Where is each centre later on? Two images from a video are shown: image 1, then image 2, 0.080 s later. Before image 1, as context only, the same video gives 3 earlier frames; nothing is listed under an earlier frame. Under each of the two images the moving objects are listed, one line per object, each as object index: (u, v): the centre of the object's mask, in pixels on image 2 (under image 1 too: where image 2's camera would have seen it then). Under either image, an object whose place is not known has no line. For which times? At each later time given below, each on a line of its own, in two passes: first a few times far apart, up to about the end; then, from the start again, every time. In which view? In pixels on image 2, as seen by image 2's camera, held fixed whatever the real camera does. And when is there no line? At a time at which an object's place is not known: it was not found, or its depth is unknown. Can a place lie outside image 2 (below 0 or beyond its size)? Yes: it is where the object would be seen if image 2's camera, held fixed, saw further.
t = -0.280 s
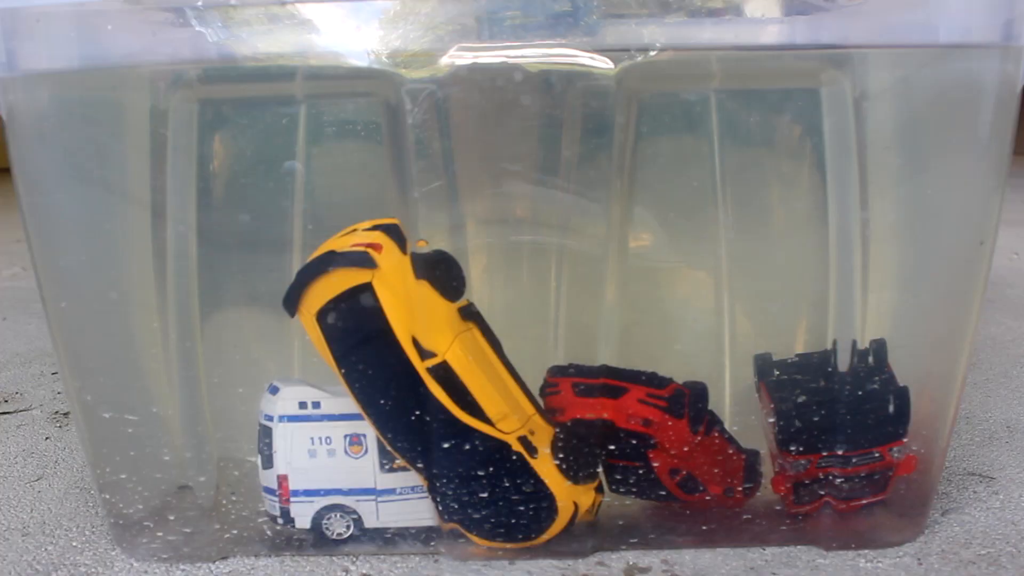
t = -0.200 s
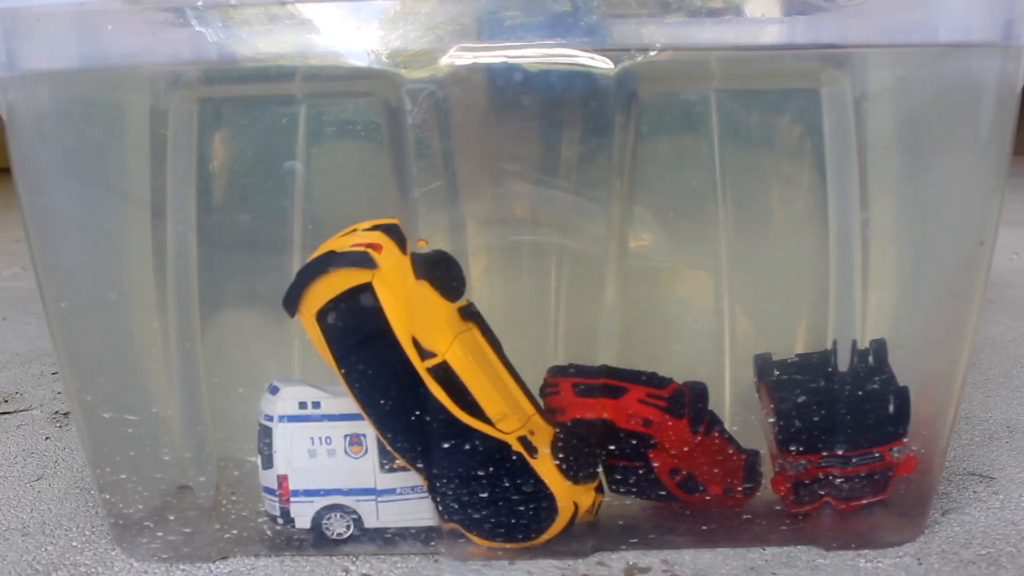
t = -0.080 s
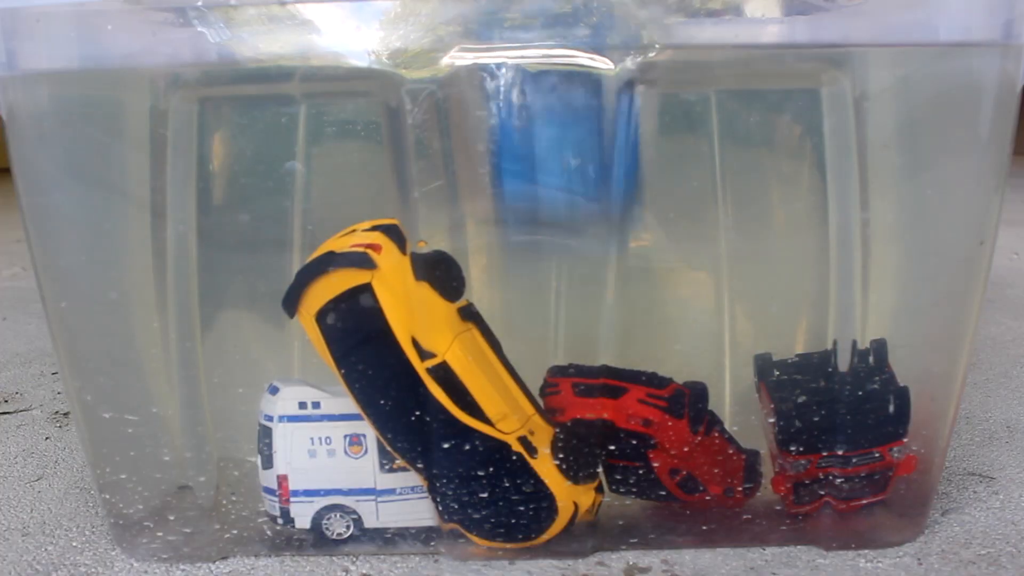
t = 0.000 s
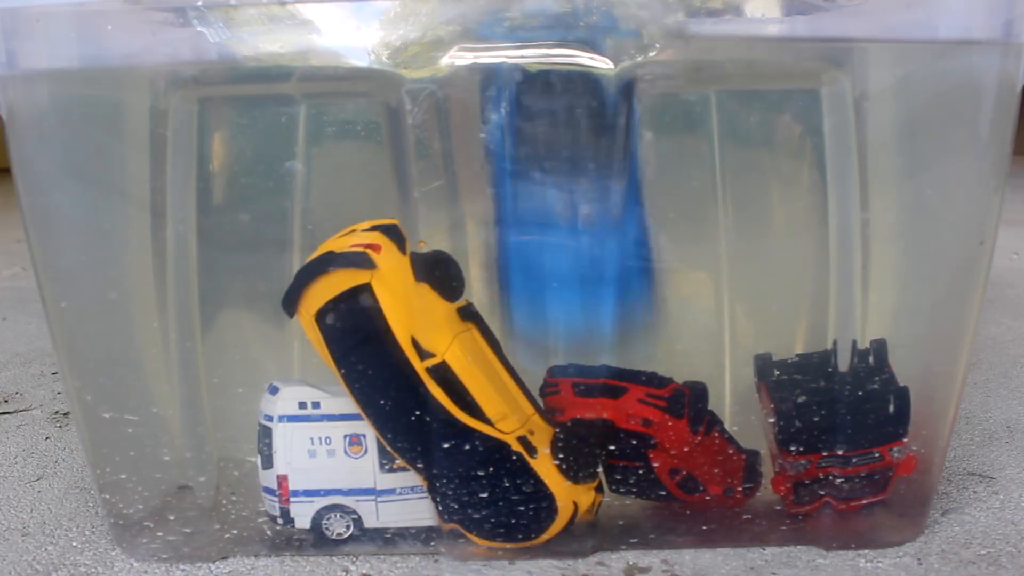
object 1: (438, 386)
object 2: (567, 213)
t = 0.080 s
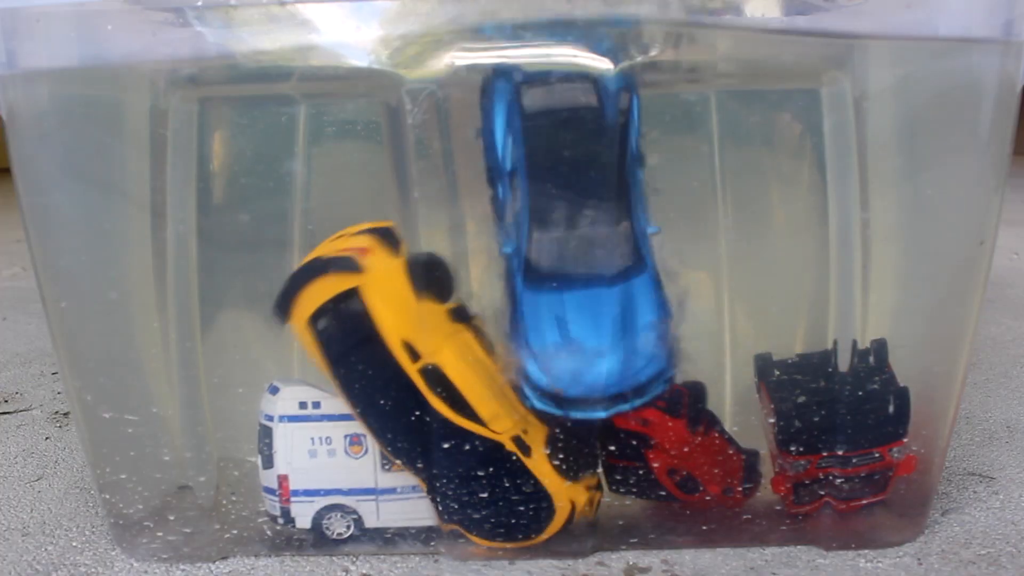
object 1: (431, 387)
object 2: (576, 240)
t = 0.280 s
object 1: (424, 395)
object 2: (581, 239)
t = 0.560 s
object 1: (411, 409)
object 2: (582, 241)
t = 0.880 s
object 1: (396, 417)
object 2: (592, 260)
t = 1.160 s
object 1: (388, 420)
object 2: (604, 269)
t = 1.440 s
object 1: (385, 422)
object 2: (625, 273)
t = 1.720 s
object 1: (384, 423)
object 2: (651, 285)
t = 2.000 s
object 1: (383, 423)
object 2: (698, 307)
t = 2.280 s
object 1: (384, 424)
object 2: (735, 346)
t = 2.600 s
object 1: (382, 427)
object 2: (749, 379)
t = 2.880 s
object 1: (377, 435)
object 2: (782, 406)
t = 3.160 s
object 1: (375, 439)
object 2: (782, 408)
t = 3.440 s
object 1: (375, 439)
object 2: (779, 408)
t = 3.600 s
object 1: (375, 439)
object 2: (779, 408)
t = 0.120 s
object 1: (428, 388)
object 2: (578, 240)
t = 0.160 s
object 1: (427, 390)
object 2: (579, 239)
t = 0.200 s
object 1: (426, 391)
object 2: (580, 238)
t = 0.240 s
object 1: (426, 394)
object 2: (580, 237)
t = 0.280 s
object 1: (424, 395)
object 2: (581, 239)
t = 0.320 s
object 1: (422, 398)
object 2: (582, 239)
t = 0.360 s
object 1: (420, 399)
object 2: (581, 240)
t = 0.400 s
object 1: (417, 402)
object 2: (581, 240)
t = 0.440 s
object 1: (416, 404)
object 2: (580, 241)
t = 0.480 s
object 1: (414, 407)
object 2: (580, 242)
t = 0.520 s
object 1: (412, 407)
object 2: (581, 242)
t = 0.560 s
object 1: (411, 409)
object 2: (582, 241)
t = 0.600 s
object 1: (410, 409)
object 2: (582, 241)
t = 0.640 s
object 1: (408, 410)
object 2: (583, 242)
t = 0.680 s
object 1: (409, 411)
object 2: (583, 245)
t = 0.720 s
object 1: (406, 412)
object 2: (584, 247)
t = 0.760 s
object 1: (407, 413)
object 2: (585, 249)
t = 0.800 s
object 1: (404, 415)
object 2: (587, 254)
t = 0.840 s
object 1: (401, 415)
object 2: (588, 255)
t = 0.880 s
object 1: (396, 417)
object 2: (592, 260)
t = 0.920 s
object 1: (395, 418)
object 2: (593, 262)
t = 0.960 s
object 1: (393, 419)
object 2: (595, 264)
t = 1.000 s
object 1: (393, 420)
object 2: (596, 264)
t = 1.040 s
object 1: (392, 420)
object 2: (599, 264)
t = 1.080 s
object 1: (389, 419)
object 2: (600, 265)
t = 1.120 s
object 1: (388, 420)
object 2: (602, 266)
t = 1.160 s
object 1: (388, 420)
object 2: (604, 269)
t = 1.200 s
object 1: (387, 420)
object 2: (606, 268)
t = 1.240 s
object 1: (387, 420)
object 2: (609, 270)
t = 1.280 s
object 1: (386, 421)
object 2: (612, 270)
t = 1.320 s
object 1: (386, 421)
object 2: (614, 271)
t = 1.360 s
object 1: (386, 421)
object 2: (618, 272)
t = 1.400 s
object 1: (385, 421)
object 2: (620, 273)
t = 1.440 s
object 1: (385, 422)
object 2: (625, 273)
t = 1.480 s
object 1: (385, 422)
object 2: (627, 274)
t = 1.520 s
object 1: (384, 422)
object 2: (633, 276)
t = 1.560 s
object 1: (384, 422)
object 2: (634, 278)
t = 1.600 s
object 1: (384, 422)
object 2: (641, 280)
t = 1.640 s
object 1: (384, 422)
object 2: (643, 282)
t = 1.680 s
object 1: (384, 423)
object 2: (650, 283)
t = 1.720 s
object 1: (384, 423)
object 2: (651, 285)
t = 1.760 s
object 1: (384, 423)
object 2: (662, 294)
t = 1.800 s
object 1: (384, 423)
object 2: (664, 296)
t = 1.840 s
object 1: (384, 423)
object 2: (674, 296)
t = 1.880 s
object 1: (383, 423)
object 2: (676, 297)
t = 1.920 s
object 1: (384, 423)
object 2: (687, 299)
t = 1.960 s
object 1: (383, 423)
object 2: (688, 301)
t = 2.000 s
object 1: (383, 423)
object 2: (698, 307)
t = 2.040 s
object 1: (384, 423)
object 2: (699, 309)
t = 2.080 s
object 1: (384, 423)
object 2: (708, 318)
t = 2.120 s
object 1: (384, 423)
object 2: (709, 321)
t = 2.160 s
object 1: (384, 423)
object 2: (716, 334)
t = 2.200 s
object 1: (384, 424)
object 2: (718, 336)
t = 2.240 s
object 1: (383, 424)
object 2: (733, 344)
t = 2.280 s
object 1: (384, 424)
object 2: (735, 346)
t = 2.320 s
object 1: (383, 424)
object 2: (744, 353)
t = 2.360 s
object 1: (383, 424)
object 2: (746, 352)
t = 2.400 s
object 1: (383, 424)
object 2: (750, 358)
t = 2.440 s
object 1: (383, 424)
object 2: (752, 360)
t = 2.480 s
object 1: (382, 425)
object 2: (748, 368)
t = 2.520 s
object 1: (382, 425)
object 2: (759, 368)
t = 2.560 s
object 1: (382, 427)
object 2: (762, 375)
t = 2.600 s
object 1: (382, 427)
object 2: (749, 379)
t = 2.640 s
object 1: (381, 428)
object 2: (751, 385)
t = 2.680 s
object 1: (381, 429)
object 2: (754, 386)
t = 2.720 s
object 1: (380, 431)
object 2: (756, 395)
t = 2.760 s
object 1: (380, 432)
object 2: (759, 396)
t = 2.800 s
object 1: (379, 432)
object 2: (764, 400)
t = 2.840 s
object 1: (378, 433)
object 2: (779, 404)
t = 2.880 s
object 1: (377, 435)
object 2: (782, 406)
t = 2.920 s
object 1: (377, 436)
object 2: (783, 406)
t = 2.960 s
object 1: (376, 437)
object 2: (783, 407)
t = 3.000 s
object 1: (376, 437)
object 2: (784, 407)
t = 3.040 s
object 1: (376, 438)
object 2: (784, 406)
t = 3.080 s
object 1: (376, 439)
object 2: (784, 406)
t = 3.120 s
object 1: (376, 439)
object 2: (783, 407)
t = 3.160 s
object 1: (375, 439)
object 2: (782, 408)
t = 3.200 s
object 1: (375, 439)
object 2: (781, 408)
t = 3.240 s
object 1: (375, 439)
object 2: (781, 408)
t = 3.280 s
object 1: (375, 439)
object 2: (780, 408)
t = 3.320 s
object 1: (375, 439)
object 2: (779, 408)
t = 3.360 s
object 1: (375, 439)
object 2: (779, 408)
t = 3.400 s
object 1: (375, 439)
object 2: (779, 408)
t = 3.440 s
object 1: (375, 439)
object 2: (779, 408)
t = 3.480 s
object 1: (375, 439)
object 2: (779, 408)
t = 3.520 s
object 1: (375, 439)
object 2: (779, 408)
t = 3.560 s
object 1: (375, 439)
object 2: (779, 408)
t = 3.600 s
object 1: (375, 439)
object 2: (779, 408)
